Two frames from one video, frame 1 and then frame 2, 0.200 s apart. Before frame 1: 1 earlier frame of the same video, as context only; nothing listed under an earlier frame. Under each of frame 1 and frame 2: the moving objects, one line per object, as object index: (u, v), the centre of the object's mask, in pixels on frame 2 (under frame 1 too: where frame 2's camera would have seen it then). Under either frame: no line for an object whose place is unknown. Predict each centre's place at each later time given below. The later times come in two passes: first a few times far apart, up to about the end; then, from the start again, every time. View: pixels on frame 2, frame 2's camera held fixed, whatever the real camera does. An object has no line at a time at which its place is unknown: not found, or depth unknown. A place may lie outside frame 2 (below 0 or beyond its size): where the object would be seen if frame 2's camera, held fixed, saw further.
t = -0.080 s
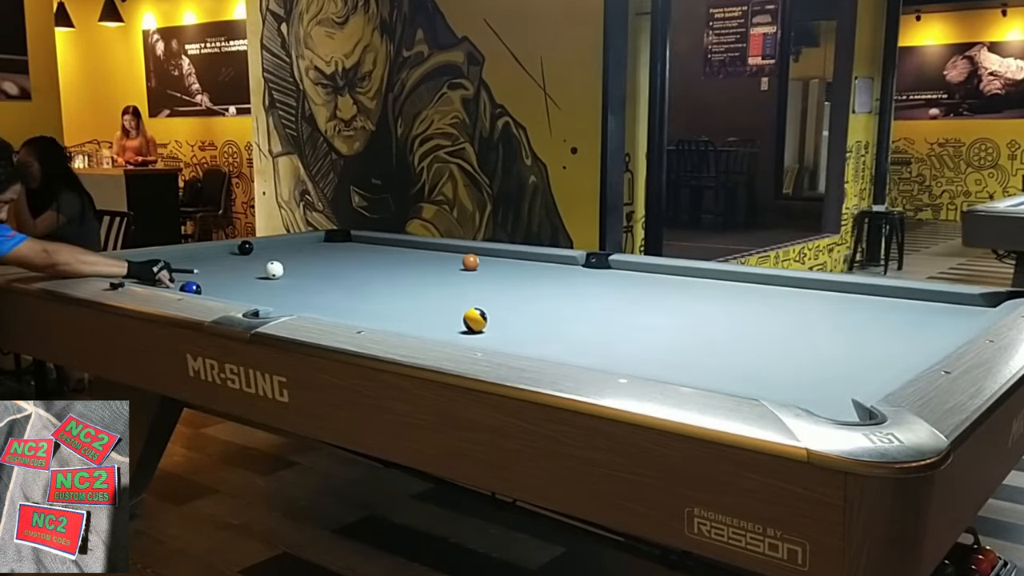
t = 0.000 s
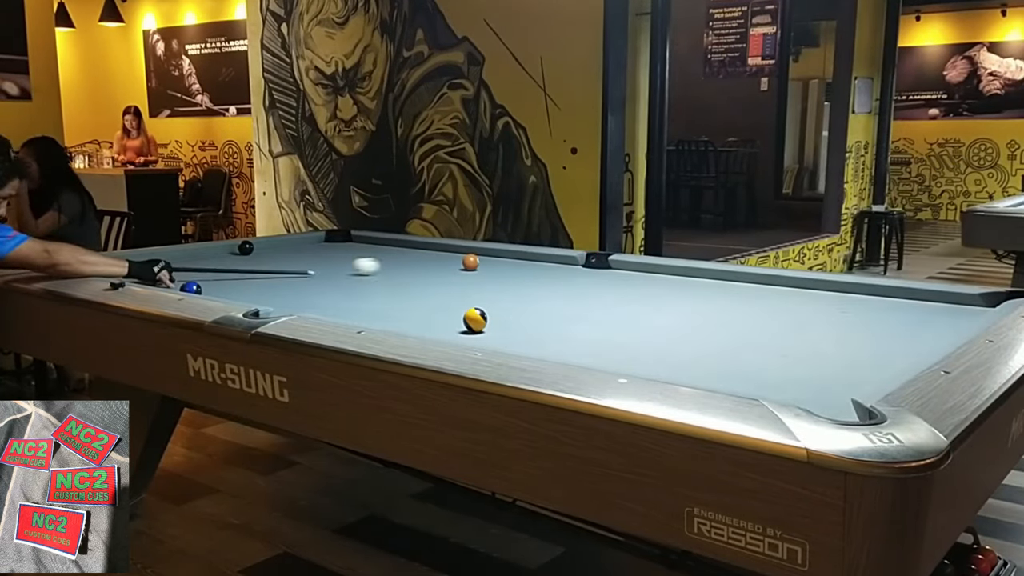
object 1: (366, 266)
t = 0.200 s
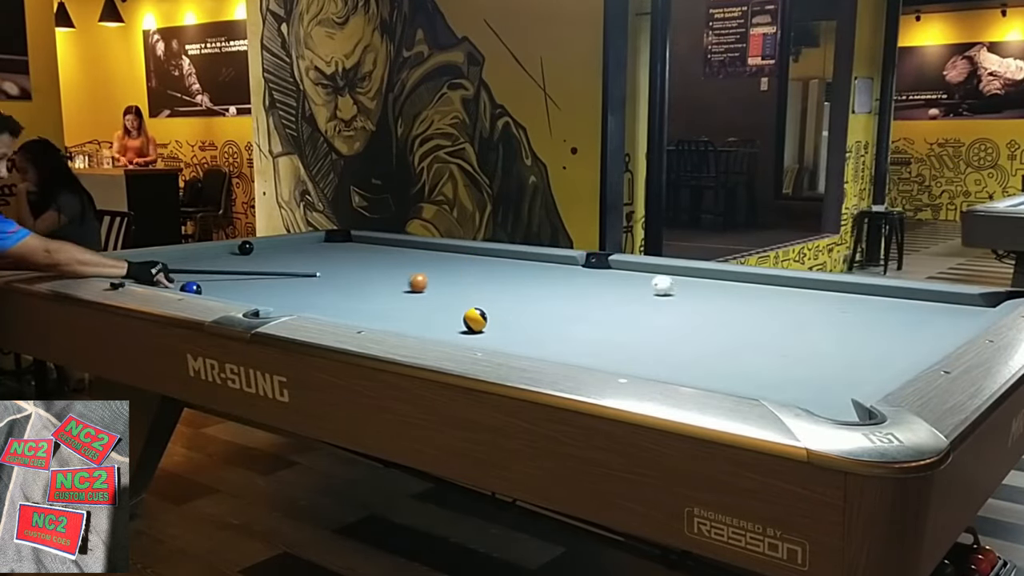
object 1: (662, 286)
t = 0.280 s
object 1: (774, 296)
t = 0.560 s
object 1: (852, 292)
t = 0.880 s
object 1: (681, 275)
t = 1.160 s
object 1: (561, 269)
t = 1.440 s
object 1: (464, 264)
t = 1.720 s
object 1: (383, 259)
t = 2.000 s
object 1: (317, 255)
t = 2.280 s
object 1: (264, 253)
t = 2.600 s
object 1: (218, 251)
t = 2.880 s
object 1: (211, 251)
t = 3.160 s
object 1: (216, 252)
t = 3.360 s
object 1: (217, 251)
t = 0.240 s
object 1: (716, 291)
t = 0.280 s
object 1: (774, 296)
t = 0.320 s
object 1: (837, 302)
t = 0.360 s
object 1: (903, 309)
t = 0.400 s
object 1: (972, 312)
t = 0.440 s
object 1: (937, 308)
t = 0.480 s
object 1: (906, 303)
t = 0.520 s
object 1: (878, 297)
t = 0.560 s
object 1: (852, 292)
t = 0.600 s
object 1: (828, 288)
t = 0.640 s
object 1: (805, 284)
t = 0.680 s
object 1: (784, 281)
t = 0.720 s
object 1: (762, 279)
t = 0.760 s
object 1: (741, 278)
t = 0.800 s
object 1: (720, 277)
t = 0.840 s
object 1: (700, 276)
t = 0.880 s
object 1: (681, 275)
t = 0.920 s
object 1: (662, 274)
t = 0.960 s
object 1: (644, 273)
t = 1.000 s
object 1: (627, 272)
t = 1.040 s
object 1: (610, 271)
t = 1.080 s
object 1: (593, 270)
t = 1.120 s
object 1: (577, 270)
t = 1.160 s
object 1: (561, 269)
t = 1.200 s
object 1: (546, 268)
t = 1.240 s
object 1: (532, 267)
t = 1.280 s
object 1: (517, 267)
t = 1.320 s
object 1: (504, 266)
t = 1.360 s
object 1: (490, 265)
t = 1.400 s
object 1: (476, 264)
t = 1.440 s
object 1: (464, 264)
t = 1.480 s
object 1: (451, 263)
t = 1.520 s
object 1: (439, 263)
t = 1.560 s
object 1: (427, 262)
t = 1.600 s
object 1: (416, 261)
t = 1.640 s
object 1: (405, 260)
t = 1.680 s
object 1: (393, 260)
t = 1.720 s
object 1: (383, 259)
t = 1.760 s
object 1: (372, 259)
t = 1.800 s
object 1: (363, 258)
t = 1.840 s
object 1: (352, 258)
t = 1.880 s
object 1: (343, 257)
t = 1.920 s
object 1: (334, 257)
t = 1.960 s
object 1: (325, 256)
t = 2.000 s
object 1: (317, 255)
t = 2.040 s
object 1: (308, 255)
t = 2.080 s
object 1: (299, 255)
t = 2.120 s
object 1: (292, 254)
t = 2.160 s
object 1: (284, 254)
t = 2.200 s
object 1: (277, 254)
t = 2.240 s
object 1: (270, 253)
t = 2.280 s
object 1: (264, 253)
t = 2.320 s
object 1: (257, 253)
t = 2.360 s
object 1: (251, 252)
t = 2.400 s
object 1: (244, 252)
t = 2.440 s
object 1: (238, 252)
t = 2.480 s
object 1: (233, 251)
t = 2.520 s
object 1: (228, 251)
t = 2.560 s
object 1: (223, 251)
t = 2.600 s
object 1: (218, 251)
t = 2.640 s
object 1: (212, 251)
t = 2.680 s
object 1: (207, 250)
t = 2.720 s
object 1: (207, 250)
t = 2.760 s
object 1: (208, 251)
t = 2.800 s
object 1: (209, 251)
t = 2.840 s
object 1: (209, 251)
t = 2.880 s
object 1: (211, 251)
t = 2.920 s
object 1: (212, 251)
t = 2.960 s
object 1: (213, 252)
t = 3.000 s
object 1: (214, 252)
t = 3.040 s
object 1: (215, 251)
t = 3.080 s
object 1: (216, 251)
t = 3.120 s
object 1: (216, 251)
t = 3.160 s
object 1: (216, 252)
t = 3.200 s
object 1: (217, 252)
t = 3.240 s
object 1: (217, 252)
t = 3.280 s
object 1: (217, 251)
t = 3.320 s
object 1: (217, 252)
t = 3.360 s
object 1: (217, 251)
